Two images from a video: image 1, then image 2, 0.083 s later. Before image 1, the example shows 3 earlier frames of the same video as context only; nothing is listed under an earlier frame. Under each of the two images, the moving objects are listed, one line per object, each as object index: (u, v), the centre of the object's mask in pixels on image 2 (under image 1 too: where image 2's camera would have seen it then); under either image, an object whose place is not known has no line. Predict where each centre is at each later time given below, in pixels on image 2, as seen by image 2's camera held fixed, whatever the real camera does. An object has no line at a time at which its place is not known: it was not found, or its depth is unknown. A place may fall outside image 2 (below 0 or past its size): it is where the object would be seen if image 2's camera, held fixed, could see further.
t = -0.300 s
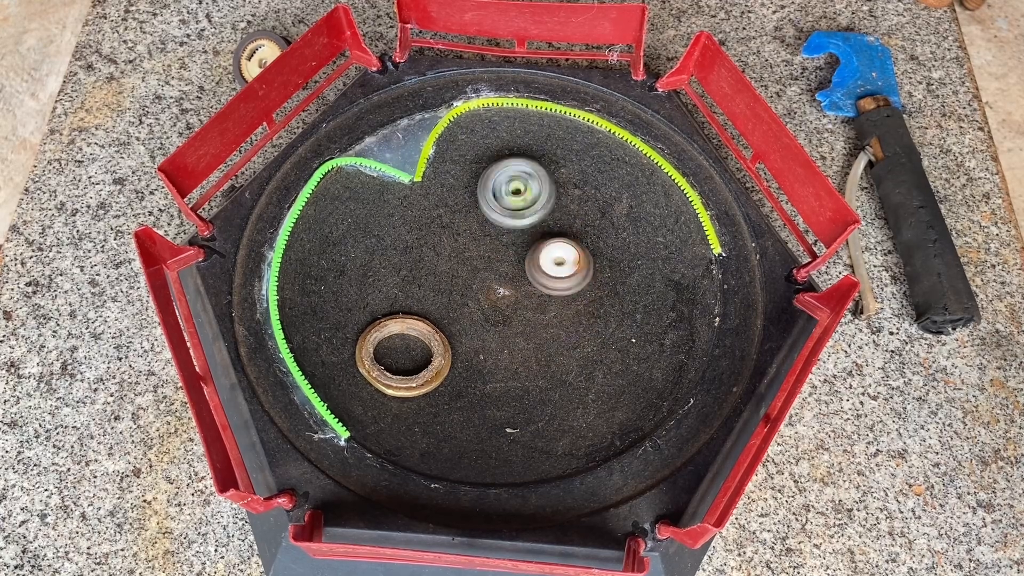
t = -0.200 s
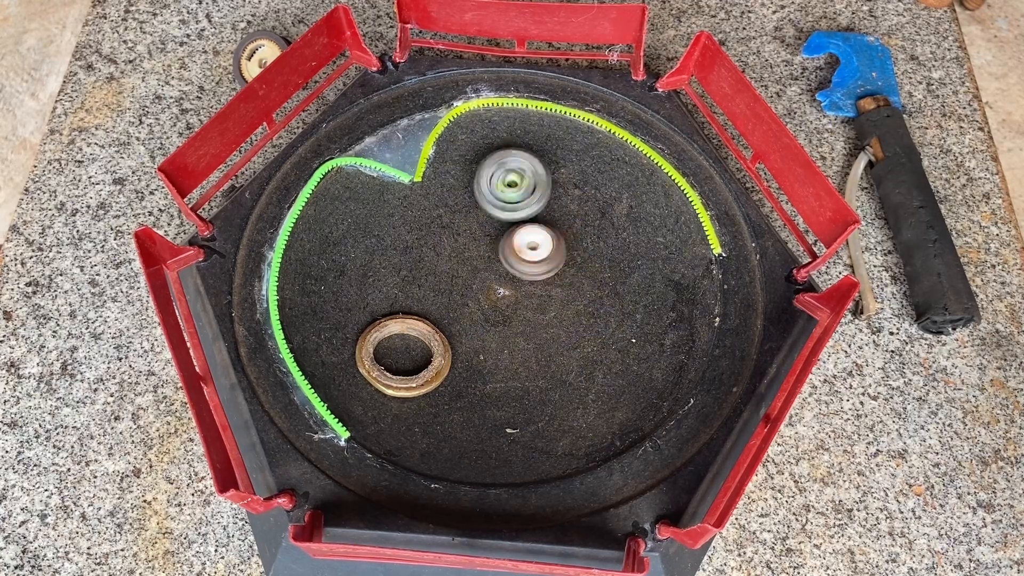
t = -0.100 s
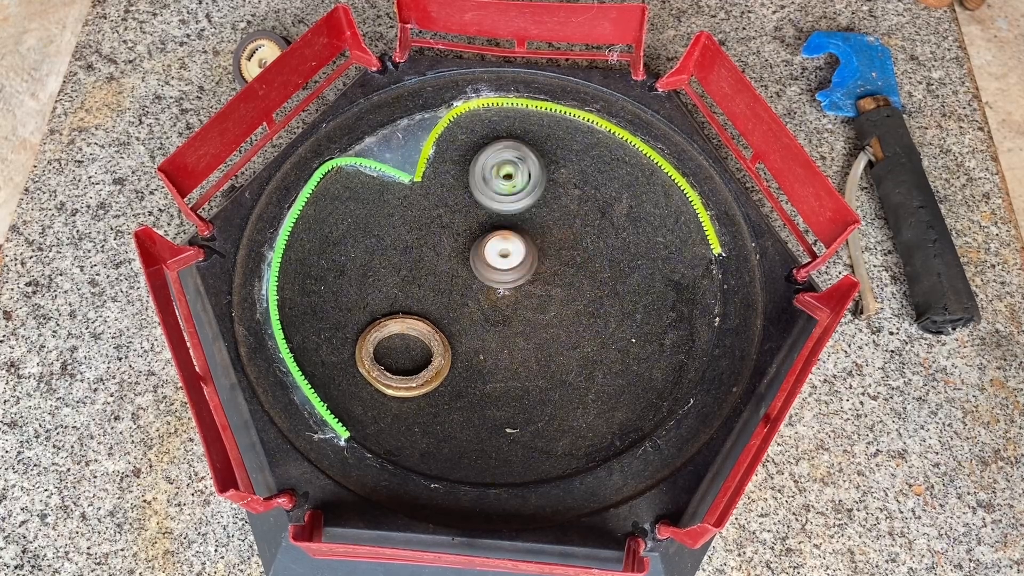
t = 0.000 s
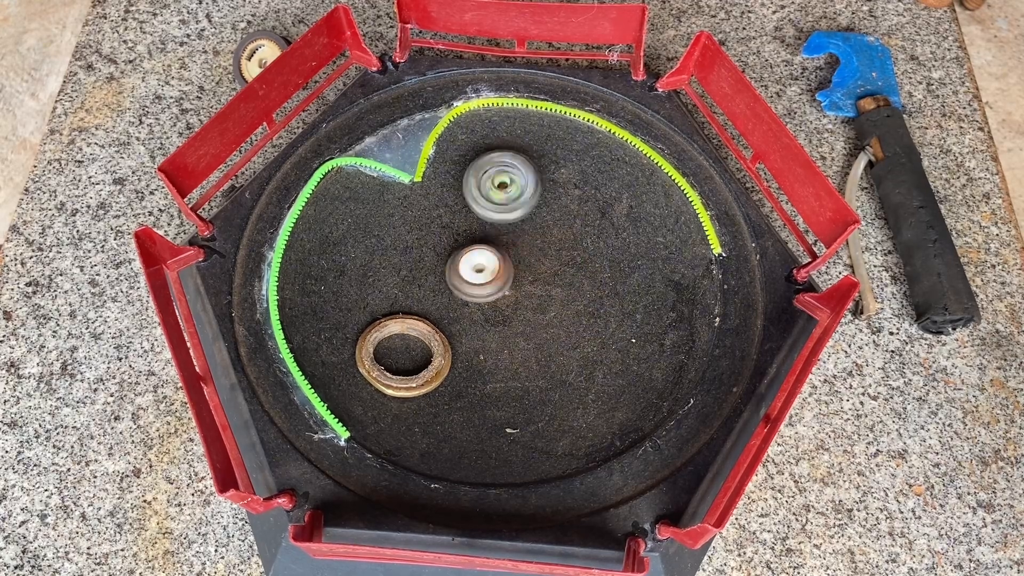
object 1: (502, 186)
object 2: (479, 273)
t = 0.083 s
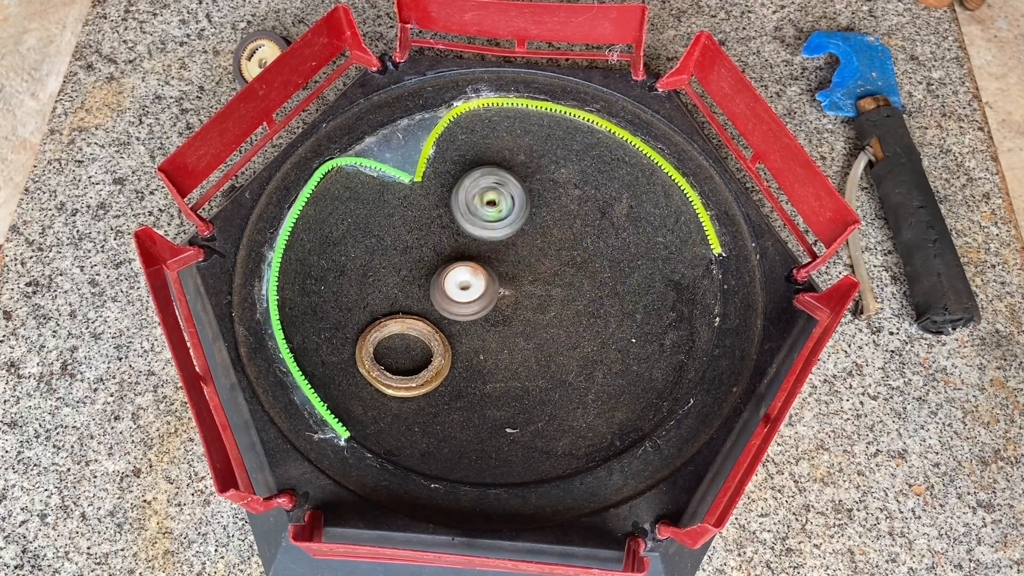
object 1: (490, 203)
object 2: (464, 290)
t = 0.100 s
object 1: (487, 207)
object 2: (462, 294)
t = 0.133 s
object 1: (481, 214)
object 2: (460, 303)
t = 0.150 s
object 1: (477, 217)
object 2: (460, 308)
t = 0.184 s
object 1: (470, 224)
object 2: (460, 316)
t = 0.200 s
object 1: (466, 228)
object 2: (462, 320)
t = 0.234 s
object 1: (458, 234)
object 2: (466, 327)
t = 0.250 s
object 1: (455, 238)
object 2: (468, 331)
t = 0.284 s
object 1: (448, 245)
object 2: (475, 337)
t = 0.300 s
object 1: (445, 248)
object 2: (479, 340)
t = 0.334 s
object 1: (437, 255)
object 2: (489, 343)
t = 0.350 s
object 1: (434, 258)
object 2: (494, 343)
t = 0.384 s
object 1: (428, 264)
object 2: (505, 342)
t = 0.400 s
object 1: (425, 267)
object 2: (509, 341)
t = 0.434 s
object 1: (418, 274)
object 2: (519, 336)
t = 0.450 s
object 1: (415, 276)
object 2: (523, 333)
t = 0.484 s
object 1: (409, 282)
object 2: (530, 326)
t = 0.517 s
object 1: (404, 287)
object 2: (535, 318)
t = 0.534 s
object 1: (402, 289)
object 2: (537, 313)
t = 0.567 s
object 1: (398, 293)
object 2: (538, 304)
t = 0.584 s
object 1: (397, 293)
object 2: (538, 299)
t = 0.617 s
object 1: (395, 292)
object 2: (536, 290)
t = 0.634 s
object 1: (395, 291)
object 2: (536, 285)
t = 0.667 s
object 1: (397, 287)
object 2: (532, 276)
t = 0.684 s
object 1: (399, 285)
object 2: (529, 272)
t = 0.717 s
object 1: (403, 283)
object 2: (524, 264)
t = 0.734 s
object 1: (408, 282)
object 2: (520, 260)
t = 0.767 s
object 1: (417, 281)
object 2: (513, 253)
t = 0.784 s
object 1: (422, 280)
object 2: (509, 250)
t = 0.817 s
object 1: (433, 281)
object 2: (501, 245)
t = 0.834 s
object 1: (438, 282)
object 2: (497, 243)
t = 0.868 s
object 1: (443, 289)
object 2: (493, 234)
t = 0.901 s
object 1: (445, 297)
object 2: (494, 224)
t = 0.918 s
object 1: (446, 302)
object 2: (493, 220)
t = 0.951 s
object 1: (448, 310)
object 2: (489, 216)
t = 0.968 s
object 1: (449, 314)
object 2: (486, 214)
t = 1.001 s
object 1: (451, 322)
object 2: (479, 214)
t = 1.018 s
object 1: (452, 325)
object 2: (475, 215)
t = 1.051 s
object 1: (457, 330)
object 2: (466, 218)
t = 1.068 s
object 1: (459, 333)
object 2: (462, 219)
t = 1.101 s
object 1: (462, 339)
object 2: (454, 225)
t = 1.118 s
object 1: (463, 341)
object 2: (451, 229)
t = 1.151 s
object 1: (466, 347)
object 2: (447, 237)
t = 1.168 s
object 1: (467, 349)
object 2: (446, 242)
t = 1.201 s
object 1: (470, 353)
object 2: (446, 250)
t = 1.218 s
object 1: (471, 355)
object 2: (447, 255)
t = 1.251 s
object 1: (473, 357)
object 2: (451, 264)
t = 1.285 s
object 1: (474, 358)
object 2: (457, 272)
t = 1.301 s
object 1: (475, 357)
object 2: (461, 276)
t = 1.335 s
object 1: (477, 356)
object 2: (469, 282)
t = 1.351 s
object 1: (479, 355)
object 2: (474, 284)
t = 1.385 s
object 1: (482, 352)
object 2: (483, 287)
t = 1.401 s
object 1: (484, 349)
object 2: (487, 287)
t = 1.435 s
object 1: (487, 352)
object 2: (496, 278)
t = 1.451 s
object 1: (489, 354)
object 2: (500, 272)
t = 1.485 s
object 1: (492, 356)
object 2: (509, 263)
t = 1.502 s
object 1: (494, 357)
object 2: (512, 258)
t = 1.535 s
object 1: (498, 357)
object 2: (519, 250)
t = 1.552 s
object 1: (500, 356)
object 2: (522, 246)
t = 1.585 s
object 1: (504, 354)
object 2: (526, 237)
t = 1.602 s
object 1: (505, 352)
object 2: (527, 234)
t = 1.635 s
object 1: (509, 348)
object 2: (529, 226)
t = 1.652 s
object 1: (511, 346)
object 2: (529, 222)
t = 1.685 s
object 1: (516, 342)
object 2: (527, 214)
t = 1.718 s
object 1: (522, 336)
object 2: (522, 208)
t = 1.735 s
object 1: (524, 334)
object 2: (519, 206)
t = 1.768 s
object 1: (529, 329)
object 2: (511, 203)
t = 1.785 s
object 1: (531, 327)
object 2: (507, 202)
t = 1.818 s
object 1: (536, 321)
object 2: (498, 204)
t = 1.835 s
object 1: (538, 319)
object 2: (493, 206)
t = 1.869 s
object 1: (543, 313)
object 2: (485, 212)
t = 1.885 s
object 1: (545, 310)
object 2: (483, 216)
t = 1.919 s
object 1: (550, 304)
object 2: (480, 226)
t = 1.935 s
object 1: (552, 301)
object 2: (479, 230)
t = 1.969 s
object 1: (556, 296)
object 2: (479, 239)
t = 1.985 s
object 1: (558, 293)
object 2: (480, 244)
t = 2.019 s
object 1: (561, 288)
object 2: (484, 254)
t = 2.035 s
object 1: (562, 284)
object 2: (486, 259)
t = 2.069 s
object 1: (564, 280)
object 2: (491, 267)
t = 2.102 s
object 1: (570, 274)
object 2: (493, 272)
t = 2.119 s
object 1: (573, 273)
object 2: (494, 274)
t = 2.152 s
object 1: (582, 271)
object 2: (498, 278)
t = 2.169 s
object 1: (586, 270)
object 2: (501, 281)
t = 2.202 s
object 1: (593, 269)
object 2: (507, 285)
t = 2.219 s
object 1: (597, 269)
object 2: (509, 288)
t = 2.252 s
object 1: (603, 269)
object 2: (516, 295)
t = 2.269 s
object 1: (605, 270)
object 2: (521, 298)
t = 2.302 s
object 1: (609, 271)
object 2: (529, 303)
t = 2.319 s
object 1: (610, 273)
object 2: (533, 305)
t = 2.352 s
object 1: (610, 275)
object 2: (542, 308)
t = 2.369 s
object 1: (609, 277)
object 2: (544, 309)
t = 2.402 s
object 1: (613, 276)
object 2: (544, 314)
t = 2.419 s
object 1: (617, 275)
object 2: (544, 316)
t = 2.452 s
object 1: (623, 272)
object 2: (545, 317)
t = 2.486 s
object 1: (629, 270)
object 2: (548, 315)
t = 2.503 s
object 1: (631, 269)
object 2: (550, 314)
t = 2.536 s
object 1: (633, 268)
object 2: (554, 310)
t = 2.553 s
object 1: (634, 266)
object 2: (556, 306)
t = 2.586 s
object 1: (632, 264)
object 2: (558, 301)
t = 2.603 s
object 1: (631, 263)
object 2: (558, 297)
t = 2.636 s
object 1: (624, 262)
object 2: (556, 291)
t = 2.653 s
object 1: (623, 261)
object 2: (549, 289)
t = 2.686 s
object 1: (626, 255)
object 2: (522, 290)
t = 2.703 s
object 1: (626, 253)
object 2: (511, 292)
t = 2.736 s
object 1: (625, 250)
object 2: (492, 294)
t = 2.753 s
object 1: (623, 248)
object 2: (483, 295)
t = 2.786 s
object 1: (619, 246)
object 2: (468, 298)
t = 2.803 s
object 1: (616, 243)
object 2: (462, 300)
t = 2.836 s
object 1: (609, 241)
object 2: (448, 304)
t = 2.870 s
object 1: (601, 239)
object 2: (435, 307)
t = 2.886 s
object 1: (596, 238)
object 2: (433, 307)
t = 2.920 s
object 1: (588, 236)
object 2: (428, 307)
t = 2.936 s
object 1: (584, 235)
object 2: (426, 307)
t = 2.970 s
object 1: (575, 234)
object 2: (423, 306)
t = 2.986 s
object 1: (571, 234)
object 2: (422, 304)
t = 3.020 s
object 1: (560, 232)
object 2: (420, 302)
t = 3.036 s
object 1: (555, 232)
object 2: (419, 302)
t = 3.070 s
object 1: (545, 231)
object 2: (413, 300)
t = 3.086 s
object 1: (539, 231)
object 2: (411, 300)
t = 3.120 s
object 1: (529, 231)
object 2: (407, 300)
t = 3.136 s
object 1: (524, 230)
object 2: (406, 299)
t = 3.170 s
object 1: (512, 231)
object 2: (404, 300)
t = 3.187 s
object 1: (508, 231)
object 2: (404, 300)
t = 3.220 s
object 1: (496, 232)
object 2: (408, 300)
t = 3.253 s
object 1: (486, 233)
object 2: (413, 300)
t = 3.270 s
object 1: (479, 234)
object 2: (417, 299)
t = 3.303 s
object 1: (470, 237)
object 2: (424, 297)
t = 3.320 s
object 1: (465, 237)
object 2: (426, 295)
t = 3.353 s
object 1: (465, 228)
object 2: (422, 301)
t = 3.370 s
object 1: (466, 220)
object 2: (420, 308)
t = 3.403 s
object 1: (469, 209)
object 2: (423, 309)
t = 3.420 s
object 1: (470, 205)
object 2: (427, 308)
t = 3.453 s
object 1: (473, 198)
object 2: (434, 303)
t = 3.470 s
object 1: (475, 194)
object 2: (437, 300)
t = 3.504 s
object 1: (480, 189)
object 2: (444, 293)
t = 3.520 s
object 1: (482, 186)
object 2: (447, 290)
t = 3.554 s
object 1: (489, 182)
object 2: (454, 284)
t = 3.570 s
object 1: (492, 181)
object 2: (456, 280)
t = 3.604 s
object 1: (498, 180)
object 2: (462, 272)
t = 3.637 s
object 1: (507, 182)
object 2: (467, 265)
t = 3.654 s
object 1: (510, 183)
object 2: (470, 261)
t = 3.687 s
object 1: (515, 189)
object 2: (475, 253)
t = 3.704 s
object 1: (518, 192)
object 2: (478, 249)
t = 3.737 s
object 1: (524, 196)
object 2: (480, 246)
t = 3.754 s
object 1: (526, 197)
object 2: (480, 247)
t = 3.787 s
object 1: (533, 201)
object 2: (482, 245)
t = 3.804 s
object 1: (535, 204)
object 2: (482, 245)
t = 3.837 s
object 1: (542, 205)
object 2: (482, 248)
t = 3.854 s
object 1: (546, 207)
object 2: (482, 250)
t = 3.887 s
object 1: (552, 212)
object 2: (482, 254)
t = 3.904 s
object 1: (555, 215)
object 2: (482, 256)
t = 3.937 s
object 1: (559, 221)
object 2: (482, 260)
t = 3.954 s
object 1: (561, 224)
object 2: (484, 262)
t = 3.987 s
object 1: (565, 230)
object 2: (486, 265)
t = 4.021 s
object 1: (566, 237)
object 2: (488, 268)
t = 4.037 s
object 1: (566, 241)
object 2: (490, 269)
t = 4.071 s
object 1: (566, 249)
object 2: (495, 271)
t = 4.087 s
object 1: (566, 253)
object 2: (497, 272)
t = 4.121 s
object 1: (566, 259)
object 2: (499, 275)
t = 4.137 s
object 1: (567, 262)
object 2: (498, 277)
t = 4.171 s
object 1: (569, 267)
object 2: (495, 279)
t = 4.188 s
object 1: (571, 271)
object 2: (493, 279)
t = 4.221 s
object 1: (573, 277)
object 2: (487, 280)
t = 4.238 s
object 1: (573, 281)
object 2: (484, 282)
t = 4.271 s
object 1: (573, 287)
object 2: (478, 285)
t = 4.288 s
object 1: (573, 291)
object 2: (475, 287)
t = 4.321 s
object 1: (571, 298)
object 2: (470, 291)
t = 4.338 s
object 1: (570, 301)
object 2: (468, 293)
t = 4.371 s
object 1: (566, 308)
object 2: (464, 298)
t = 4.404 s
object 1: (562, 312)
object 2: (462, 304)
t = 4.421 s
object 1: (559, 316)
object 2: (461, 306)
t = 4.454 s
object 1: (554, 320)
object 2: (461, 312)
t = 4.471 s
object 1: (550, 322)
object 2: (461, 315)
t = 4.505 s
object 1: (542, 326)
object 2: (463, 320)
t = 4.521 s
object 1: (538, 327)
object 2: (464, 322)
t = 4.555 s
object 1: (536, 329)
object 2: (462, 324)
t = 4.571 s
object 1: (536, 330)
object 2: (461, 324)
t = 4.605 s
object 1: (539, 332)
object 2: (455, 323)
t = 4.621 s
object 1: (540, 334)
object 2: (454, 323)
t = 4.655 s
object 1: (544, 338)
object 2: (450, 322)
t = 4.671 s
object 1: (545, 338)
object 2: (449, 321)
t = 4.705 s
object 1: (545, 340)
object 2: (447, 319)
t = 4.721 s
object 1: (546, 340)
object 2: (446, 318)
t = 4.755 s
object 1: (545, 339)
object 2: (446, 315)
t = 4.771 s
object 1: (544, 338)
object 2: (446, 314)
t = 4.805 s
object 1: (543, 336)
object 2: (446, 310)
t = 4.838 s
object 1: (540, 333)
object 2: (447, 308)
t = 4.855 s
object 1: (539, 331)
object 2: (448, 306)
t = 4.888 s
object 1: (539, 327)
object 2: (449, 301)
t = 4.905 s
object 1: (539, 324)
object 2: (450, 298)
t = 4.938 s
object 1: (537, 320)
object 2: (450, 293)
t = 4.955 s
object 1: (537, 318)
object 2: (450, 290)
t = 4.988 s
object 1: (535, 311)
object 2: (450, 285)
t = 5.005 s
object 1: (534, 309)
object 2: (450, 283)
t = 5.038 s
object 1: (533, 304)
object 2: (450, 277)
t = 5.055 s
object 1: (532, 300)
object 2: (450, 275)
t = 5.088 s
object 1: (530, 294)
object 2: (450, 270)
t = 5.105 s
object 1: (529, 291)
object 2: (450, 268)
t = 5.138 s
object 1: (527, 284)
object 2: (450, 263)
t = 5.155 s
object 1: (526, 281)
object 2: (449, 261)
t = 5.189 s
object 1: (524, 276)
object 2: (450, 256)
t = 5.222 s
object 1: (520, 270)
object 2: (449, 252)
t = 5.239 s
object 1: (520, 267)
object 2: (449, 251)
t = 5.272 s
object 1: (518, 262)
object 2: (448, 247)
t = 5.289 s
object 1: (519, 258)
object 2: (448, 246)
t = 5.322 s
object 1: (521, 254)
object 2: (449, 243)
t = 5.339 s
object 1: (523, 251)
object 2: (451, 242)
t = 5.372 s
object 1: (525, 248)
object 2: (454, 240)
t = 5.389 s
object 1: (528, 246)
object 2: (456, 239)
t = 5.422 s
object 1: (533, 244)
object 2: (461, 237)
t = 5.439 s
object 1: (536, 244)
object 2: (464, 236)
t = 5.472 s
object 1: (543, 242)
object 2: (470, 234)
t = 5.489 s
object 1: (547, 241)
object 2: (473, 234)
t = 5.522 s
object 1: (551, 241)
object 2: (479, 232)
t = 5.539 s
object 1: (554, 241)
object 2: (482, 231)
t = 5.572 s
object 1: (560, 241)
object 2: (488, 230)
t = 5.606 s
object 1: (563, 243)
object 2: (493, 230)
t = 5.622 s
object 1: (565, 244)
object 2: (496, 229)
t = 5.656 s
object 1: (567, 246)
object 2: (501, 229)
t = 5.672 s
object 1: (571, 248)
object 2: (501, 227)
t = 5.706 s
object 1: (576, 251)
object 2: (500, 225)
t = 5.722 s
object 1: (579, 253)
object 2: (500, 224)
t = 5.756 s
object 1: (582, 259)
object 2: (500, 223)
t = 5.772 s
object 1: (584, 262)
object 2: (499, 222)
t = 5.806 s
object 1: (586, 266)
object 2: (497, 222)
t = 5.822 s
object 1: (586, 269)
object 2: (495, 224)
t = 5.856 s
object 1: (586, 275)
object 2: (493, 227)
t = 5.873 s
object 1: (585, 278)
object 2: (493, 229)
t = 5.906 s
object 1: (581, 283)
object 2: (493, 234)
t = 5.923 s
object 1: (579, 287)
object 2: (493, 236)
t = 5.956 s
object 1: (575, 291)
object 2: (495, 241)
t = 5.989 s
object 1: (568, 294)
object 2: (497, 246)
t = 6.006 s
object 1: (564, 297)
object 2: (499, 248)
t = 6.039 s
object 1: (559, 299)
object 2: (502, 253)
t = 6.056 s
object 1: (556, 300)
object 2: (503, 255)
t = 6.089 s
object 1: (549, 303)
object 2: (505, 258)
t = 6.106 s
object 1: (547, 305)
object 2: (505, 258)
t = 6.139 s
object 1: (544, 309)
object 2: (505, 259)
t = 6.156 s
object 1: (542, 311)
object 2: (504, 259)
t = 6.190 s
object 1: (538, 317)
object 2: (503, 261)
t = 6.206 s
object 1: (536, 319)
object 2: (502, 261)
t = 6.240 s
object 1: (531, 324)
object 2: (502, 263)
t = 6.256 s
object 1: (530, 326)
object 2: (501, 264)
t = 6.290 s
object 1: (525, 330)
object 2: (500, 266)
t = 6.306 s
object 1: (522, 332)
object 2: (499, 268)
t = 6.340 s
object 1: (516, 336)
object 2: (501, 270)
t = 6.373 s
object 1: (510, 338)
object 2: (503, 271)
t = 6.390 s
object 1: (507, 339)
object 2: (506, 272)
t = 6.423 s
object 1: (500, 341)
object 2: (510, 273)
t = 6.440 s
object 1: (496, 341)
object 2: (513, 274)
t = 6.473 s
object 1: (489, 340)
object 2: (516, 273)
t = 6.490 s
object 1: (485, 339)
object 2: (518, 272)
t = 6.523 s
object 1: (479, 337)
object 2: (519, 269)
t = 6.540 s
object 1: (477, 336)
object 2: (520, 268)
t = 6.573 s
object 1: (470, 332)
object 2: (520, 265)
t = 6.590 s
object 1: (468, 330)
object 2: (520, 263)
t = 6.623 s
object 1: (464, 325)
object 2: (520, 262)
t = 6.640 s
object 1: (462, 322)
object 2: (518, 261)
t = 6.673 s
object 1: (458, 317)
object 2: (517, 258)
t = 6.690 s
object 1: (458, 314)
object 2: (515, 258)
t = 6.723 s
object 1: (456, 308)
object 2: (513, 257)
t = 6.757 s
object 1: (453, 302)
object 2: (510, 255)
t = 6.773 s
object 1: (453, 299)
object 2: (509, 255)
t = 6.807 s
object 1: (452, 293)
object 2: (507, 254)
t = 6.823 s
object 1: (452, 290)
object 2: (506, 254)
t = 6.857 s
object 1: (447, 291)
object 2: (509, 249)
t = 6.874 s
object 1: (445, 291)
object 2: (512, 245)
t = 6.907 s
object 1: (439, 289)
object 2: (516, 239)
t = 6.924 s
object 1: (435, 288)
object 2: (518, 236)
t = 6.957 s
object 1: (431, 287)
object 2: (522, 231)
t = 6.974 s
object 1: (430, 286)
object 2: (524, 228)
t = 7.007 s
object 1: (427, 283)
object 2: (526, 223)
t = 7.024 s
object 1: (426, 283)
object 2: (527, 220)
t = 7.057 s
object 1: (425, 281)
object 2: (528, 217)
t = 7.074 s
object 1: (424, 279)
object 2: (528, 215)
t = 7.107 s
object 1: (423, 278)
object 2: (528, 211)
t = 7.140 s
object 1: (425, 276)
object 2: (526, 209)
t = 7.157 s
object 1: (426, 274)
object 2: (524, 209)
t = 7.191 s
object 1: (429, 273)
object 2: (520, 210)
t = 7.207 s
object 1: (429, 273)
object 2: (518, 211)
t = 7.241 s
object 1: (435, 272)
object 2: (515, 215)
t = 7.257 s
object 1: (439, 271)
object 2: (514, 217)
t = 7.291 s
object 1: (442, 271)
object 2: (511, 222)
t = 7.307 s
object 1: (445, 271)
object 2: (511, 226)
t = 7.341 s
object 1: (453, 271)
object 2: (510, 232)
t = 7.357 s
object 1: (456, 271)
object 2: (511, 234)
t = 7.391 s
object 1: (459, 275)
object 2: (514, 240)
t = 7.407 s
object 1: (458, 280)
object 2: (517, 242)
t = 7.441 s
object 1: (459, 284)
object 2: (524, 246)
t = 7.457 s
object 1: (458, 286)
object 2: (527, 247)
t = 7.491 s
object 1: (456, 291)
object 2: (534, 251)
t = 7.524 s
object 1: (458, 296)
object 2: (539, 254)
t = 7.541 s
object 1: (458, 298)
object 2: (542, 256)
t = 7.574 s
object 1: (458, 302)
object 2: (548, 260)
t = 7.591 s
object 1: (458, 306)
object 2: (551, 262)
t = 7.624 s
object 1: (460, 310)
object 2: (556, 266)
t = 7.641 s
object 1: (461, 310)
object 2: (558, 268)
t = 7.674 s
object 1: (461, 313)
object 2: (562, 272)
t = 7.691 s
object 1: (462, 315)
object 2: (564, 274)
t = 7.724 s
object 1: (465, 317)
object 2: (568, 277)
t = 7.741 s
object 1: (465, 317)
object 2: (570, 279)
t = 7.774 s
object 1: (467, 321)
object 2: (573, 282)
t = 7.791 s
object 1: (470, 323)
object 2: (574, 283)
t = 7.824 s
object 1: (474, 321)
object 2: (575, 286)
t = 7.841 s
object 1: (475, 322)
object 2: (575, 288)
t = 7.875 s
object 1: (479, 324)
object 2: (576, 290)
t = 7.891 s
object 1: (483, 325)
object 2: (575, 290)
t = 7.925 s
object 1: (487, 323)
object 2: (574, 292)
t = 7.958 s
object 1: (490, 324)
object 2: (571, 293)
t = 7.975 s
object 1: (492, 325)
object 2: (569, 294)
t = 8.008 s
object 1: (499, 323)
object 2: (565, 295)
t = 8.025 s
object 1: (499, 324)
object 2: (566, 295)
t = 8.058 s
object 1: (497, 325)
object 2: (571, 293)
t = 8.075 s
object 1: (495, 326)
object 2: (572, 292)
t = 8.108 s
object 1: (492, 327)
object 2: (575, 290)
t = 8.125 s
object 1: (491, 327)
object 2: (576, 288)
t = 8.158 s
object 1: (488, 327)
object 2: (575, 285)
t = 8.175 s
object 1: (487, 327)
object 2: (574, 284)
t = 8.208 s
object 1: (487, 325)
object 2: (570, 281)
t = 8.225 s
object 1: (486, 323)
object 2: (568, 281)
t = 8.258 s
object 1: (483, 322)
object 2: (561, 279)
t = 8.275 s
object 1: (482, 322)
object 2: (559, 278)
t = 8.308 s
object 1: (481, 317)
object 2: (552, 278)
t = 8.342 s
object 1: (480, 313)
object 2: (546, 278)
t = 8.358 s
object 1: (479, 311)
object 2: (543, 278)
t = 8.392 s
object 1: (479, 309)
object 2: (538, 278)
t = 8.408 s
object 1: (479, 308)
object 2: (537, 276)
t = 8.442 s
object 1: (477, 308)
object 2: (535, 274)
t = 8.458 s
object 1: (474, 307)
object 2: (533, 273)
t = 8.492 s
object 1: (469, 306)
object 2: (531, 271)
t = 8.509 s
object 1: (467, 306)
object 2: (530, 269)
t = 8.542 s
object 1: (464, 304)
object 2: (527, 267)
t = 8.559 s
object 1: (462, 303)
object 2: (525, 265)
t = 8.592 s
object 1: (457, 303)
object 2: (521, 263)
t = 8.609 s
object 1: (456, 302)
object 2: (519, 262)
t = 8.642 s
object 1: (454, 300)
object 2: (515, 261)
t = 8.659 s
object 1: (452, 299)
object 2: (513, 260)
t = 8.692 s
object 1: (449, 299)
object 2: (509, 260)
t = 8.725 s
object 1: (449, 297)
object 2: (506, 259)
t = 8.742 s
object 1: (448, 295)
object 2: (504, 259)
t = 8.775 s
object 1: (444, 293)
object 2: (501, 260)
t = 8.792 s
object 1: (440, 293)
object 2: (499, 259)
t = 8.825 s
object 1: (437, 294)
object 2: (498, 259)
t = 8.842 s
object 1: (436, 293)
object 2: (497, 259)
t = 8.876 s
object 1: (431, 292)
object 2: (496, 260)
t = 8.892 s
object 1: (428, 292)
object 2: (496, 260)
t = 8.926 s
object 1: (427, 292)
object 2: (496, 261)
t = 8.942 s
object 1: (427, 291)
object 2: (497, 262)
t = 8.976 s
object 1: (424, 290)
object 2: (498, 263)
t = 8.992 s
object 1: (423, 290)
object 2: (499, 263)
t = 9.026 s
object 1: (425, 290)
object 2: (500, 264)
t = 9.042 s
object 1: (426, 288)
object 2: (501, 265)
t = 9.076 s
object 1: (427, 286)
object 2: (503, 264)
